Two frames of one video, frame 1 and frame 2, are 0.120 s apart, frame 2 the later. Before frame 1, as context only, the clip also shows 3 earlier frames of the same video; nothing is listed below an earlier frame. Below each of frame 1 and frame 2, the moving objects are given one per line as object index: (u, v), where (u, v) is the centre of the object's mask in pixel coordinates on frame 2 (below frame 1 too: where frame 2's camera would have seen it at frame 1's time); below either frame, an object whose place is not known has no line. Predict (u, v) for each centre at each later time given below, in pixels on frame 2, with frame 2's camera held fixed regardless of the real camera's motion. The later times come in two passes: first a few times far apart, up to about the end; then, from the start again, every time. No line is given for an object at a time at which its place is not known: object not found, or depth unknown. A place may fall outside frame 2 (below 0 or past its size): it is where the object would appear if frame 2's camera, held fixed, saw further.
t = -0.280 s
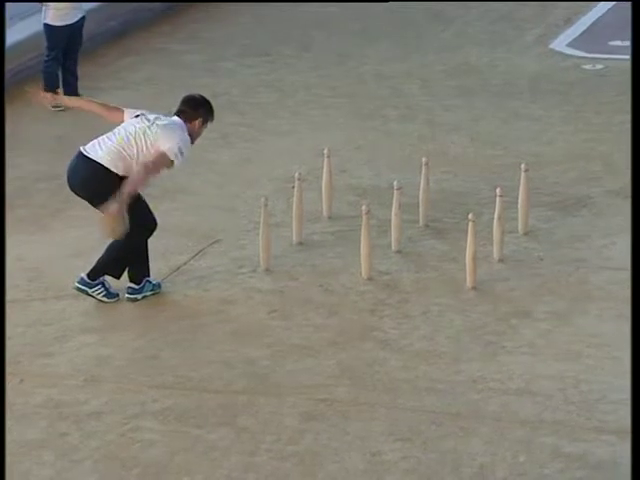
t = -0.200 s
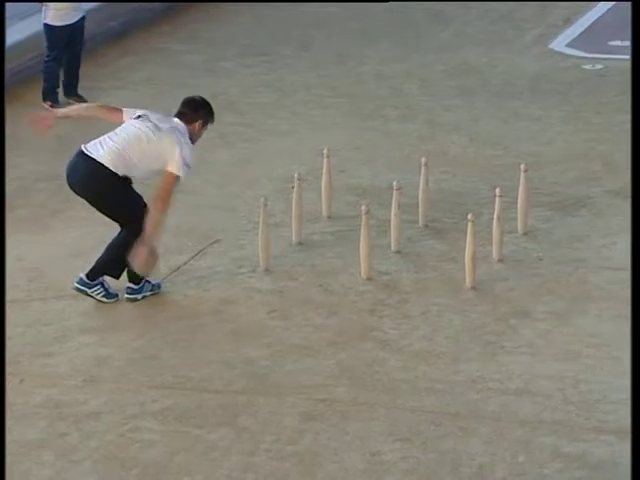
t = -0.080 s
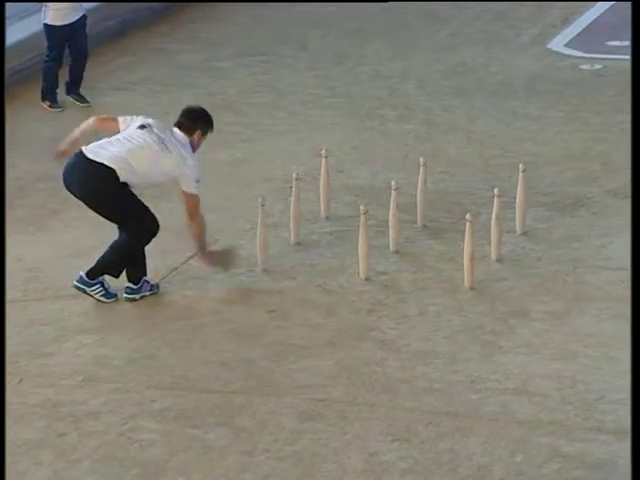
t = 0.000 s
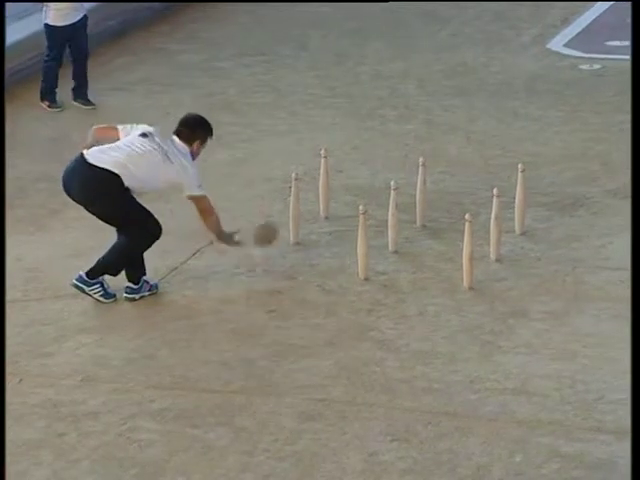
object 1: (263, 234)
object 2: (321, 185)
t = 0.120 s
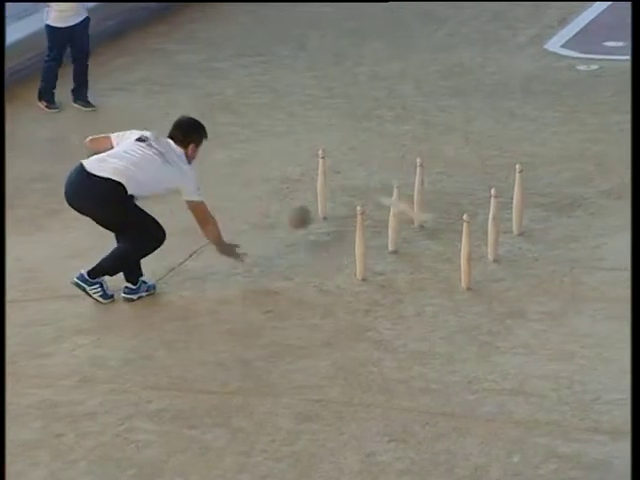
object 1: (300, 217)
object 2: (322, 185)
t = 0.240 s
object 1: (321, 210)
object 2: (322, 175)
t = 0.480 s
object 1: (331, 195)
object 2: (332, 169)
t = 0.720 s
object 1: (338, 184)
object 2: (350, 174)
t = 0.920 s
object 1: (338, 175)
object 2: (363, 181)
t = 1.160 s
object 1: (330, 167)
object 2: (366, 178)
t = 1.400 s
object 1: (324, 160)
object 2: (373, 176)
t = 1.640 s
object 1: (318, 154)
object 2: (377, 175)
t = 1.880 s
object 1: (315, 151)
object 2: (381, 175)
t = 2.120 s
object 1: (312, 147)
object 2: (381, 176)
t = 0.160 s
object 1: (307, 216)
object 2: (322, 185)
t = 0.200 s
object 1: (316, 215)
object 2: (321, 177)
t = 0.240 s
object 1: (321, 210)
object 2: (322, 175)
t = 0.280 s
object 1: (325, 206)
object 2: (324, 177)
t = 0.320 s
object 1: (328, 205)
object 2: (327, 173)
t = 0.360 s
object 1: (330, 201)
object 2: (329, 169)
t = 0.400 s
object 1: (331, 199)
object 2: (332, 169)
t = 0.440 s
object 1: (332, 198)
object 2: (334, 171)
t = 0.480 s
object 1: (331, 195)
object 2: (332, 169)
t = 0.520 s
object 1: (334, 193)
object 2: (339, 173)
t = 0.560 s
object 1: (335, 192)
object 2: (341, 175)
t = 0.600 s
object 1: (336, 189)
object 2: (346, 182)
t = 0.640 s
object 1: (337, 187)
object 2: (349, 183)
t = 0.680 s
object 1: (337, 186)
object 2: (348, 177)
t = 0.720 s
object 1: (338, 184)
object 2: (350, 174)
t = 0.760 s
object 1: (339, 182)
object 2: (351, 174)
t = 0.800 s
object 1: (340, 181)
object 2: (356, 176)
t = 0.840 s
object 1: (340, 177)
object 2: (363, 183)
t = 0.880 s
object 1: (338, 175)
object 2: (362, 184)
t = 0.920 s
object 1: (338, 175)
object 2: (363, 181)
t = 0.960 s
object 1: (337, 174)
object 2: (363, 181)
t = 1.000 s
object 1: (336, 174)
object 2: (363, 180)
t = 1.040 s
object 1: (333, 170)
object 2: (363, 179)
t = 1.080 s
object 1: (332, 170)
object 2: (363, 179)
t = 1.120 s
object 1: (331, 168)
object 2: (364, 179)
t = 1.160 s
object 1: (330, 167)
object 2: (366, 178)
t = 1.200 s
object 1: (330, 167)
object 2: (367, 178)
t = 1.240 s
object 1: (330, 164)
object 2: (369, 178)
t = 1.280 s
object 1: (328, 164)
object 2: (370, 177)
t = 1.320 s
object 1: (327, 163)
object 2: (371, 177)
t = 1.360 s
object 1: (327, 163)
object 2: (372, 176)
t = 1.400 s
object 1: (324, 160)
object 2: (373, 176)
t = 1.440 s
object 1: (323, 159)
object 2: (374, 176)
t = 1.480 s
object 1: (322, 158)
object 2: (375, 176)
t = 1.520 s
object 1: (321, 156)
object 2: (375, 175)
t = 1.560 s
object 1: (320, 156)
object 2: (376, 175)
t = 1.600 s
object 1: (320, 155)
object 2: (377, 175)
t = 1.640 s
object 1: (318, 154)
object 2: (377, 175)
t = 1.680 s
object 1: (315, 152)
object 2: (378, 175)
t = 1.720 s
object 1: (315, 152)
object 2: (379, 175)
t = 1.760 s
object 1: (317, 152)
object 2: (380, 175)
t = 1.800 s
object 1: (315, 151)
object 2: (381, 175)
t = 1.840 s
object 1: (315, 150)
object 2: (381, 175)
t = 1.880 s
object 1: (315, 151)
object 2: (381, 175)
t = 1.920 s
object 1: (314, 150)
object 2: (381, 175)
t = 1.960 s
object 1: (314, 149)
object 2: (381, 175)
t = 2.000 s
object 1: (313, 149)
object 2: (381, 175)
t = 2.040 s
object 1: (312, 149)
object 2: (381, 176)
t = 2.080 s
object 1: (311, 148)
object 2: (381, 175)
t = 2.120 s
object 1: (312, 147)
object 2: (381, 176)
